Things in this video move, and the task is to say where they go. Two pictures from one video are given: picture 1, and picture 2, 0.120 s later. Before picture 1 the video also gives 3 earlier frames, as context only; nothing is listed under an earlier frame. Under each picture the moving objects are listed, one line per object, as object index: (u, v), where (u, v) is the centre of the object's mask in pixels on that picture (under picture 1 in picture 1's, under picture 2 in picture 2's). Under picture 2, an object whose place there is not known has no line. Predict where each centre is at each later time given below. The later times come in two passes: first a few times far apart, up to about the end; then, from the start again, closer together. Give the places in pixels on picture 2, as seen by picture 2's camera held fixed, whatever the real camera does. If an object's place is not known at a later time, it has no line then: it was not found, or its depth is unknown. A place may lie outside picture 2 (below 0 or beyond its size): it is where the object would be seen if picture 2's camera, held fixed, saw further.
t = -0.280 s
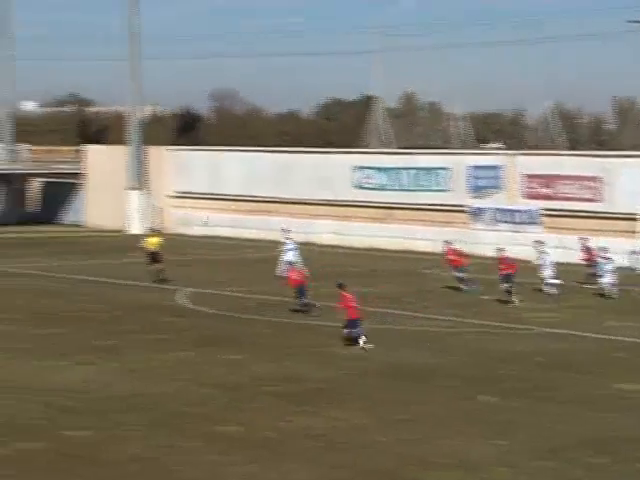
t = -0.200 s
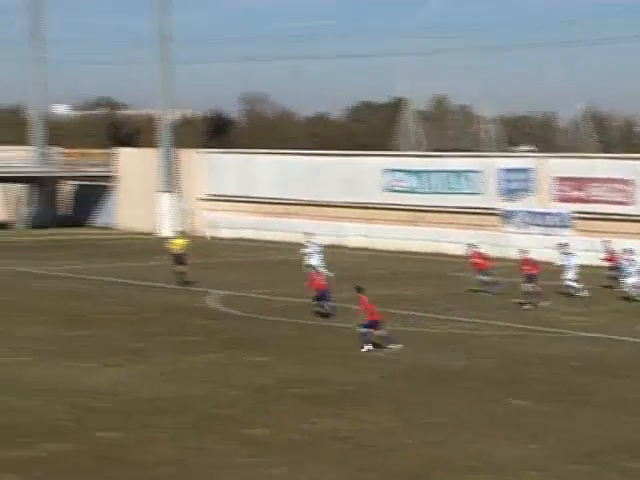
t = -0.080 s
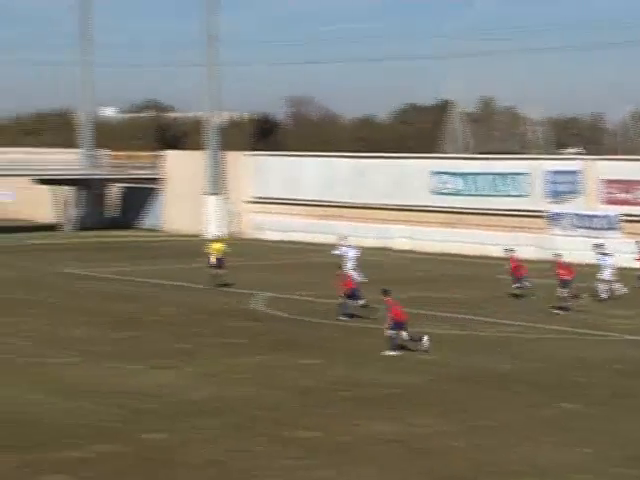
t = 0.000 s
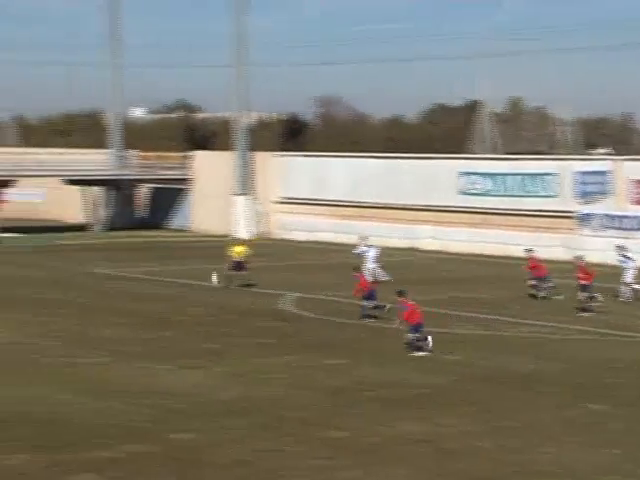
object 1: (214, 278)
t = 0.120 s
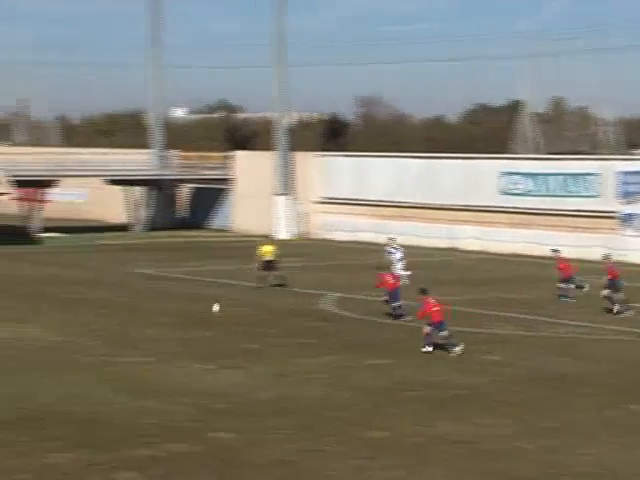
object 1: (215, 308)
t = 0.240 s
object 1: (190, 286)
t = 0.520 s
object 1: (131, 253)
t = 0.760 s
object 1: (81, 249)
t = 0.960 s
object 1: (40, 262)
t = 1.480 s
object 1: (-68, 298)
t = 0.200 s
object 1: (198, 293)
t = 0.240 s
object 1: (190, 286)
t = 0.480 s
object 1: (139, 255)
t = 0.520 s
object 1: (131, 253)
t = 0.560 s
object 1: (122, 251)
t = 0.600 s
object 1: (114, 249)
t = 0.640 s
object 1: (105, 248)
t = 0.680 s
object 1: (98, 248)
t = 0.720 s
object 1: (89, 248)
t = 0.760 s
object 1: (81, 249)
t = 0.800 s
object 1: (72, 249)
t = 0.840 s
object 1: (64, 252)
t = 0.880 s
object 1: (56, 255)
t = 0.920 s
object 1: (48, 259)
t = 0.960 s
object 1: (40, 262)
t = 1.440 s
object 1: (-58, 301)
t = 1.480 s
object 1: (-68, 298)
